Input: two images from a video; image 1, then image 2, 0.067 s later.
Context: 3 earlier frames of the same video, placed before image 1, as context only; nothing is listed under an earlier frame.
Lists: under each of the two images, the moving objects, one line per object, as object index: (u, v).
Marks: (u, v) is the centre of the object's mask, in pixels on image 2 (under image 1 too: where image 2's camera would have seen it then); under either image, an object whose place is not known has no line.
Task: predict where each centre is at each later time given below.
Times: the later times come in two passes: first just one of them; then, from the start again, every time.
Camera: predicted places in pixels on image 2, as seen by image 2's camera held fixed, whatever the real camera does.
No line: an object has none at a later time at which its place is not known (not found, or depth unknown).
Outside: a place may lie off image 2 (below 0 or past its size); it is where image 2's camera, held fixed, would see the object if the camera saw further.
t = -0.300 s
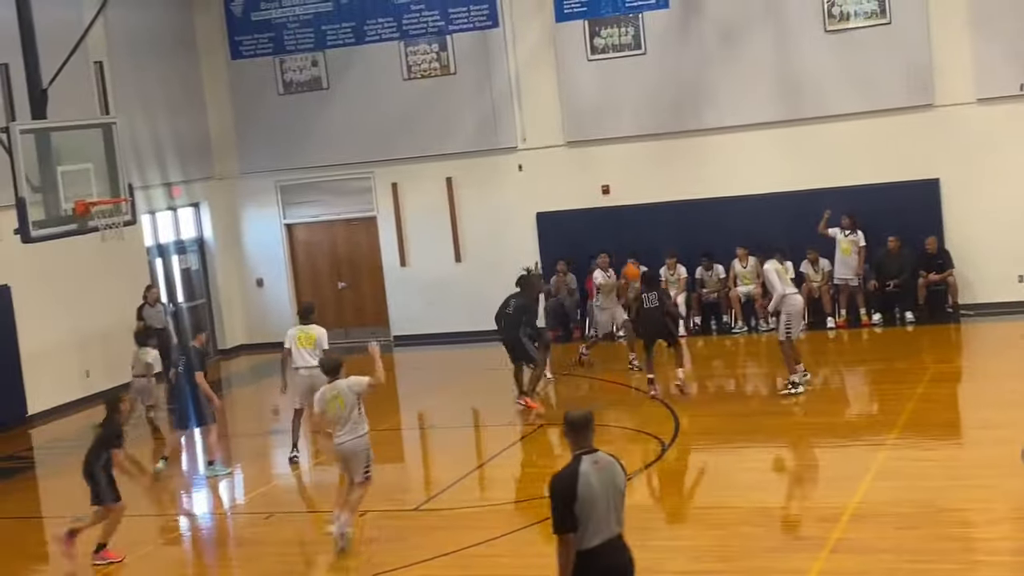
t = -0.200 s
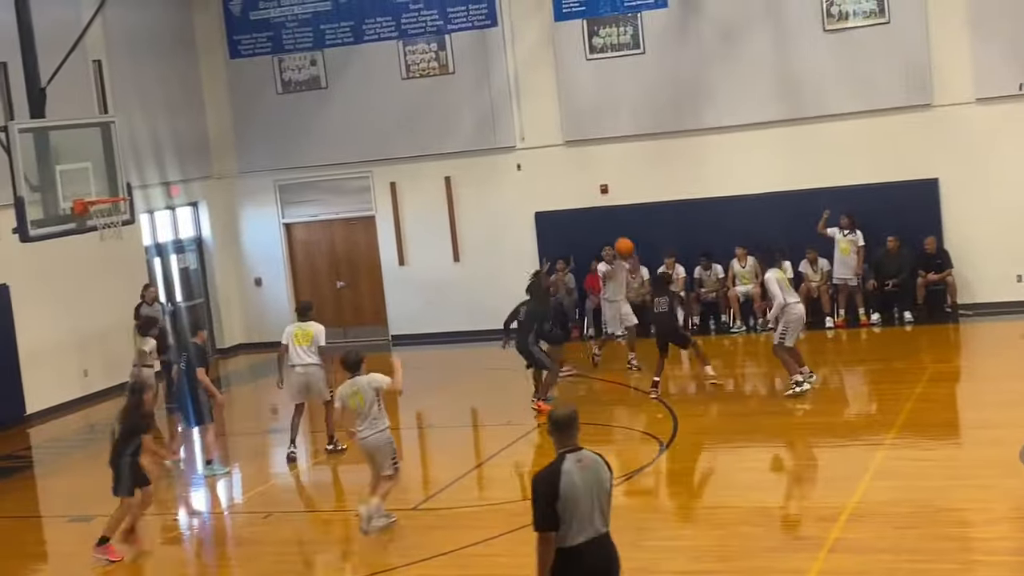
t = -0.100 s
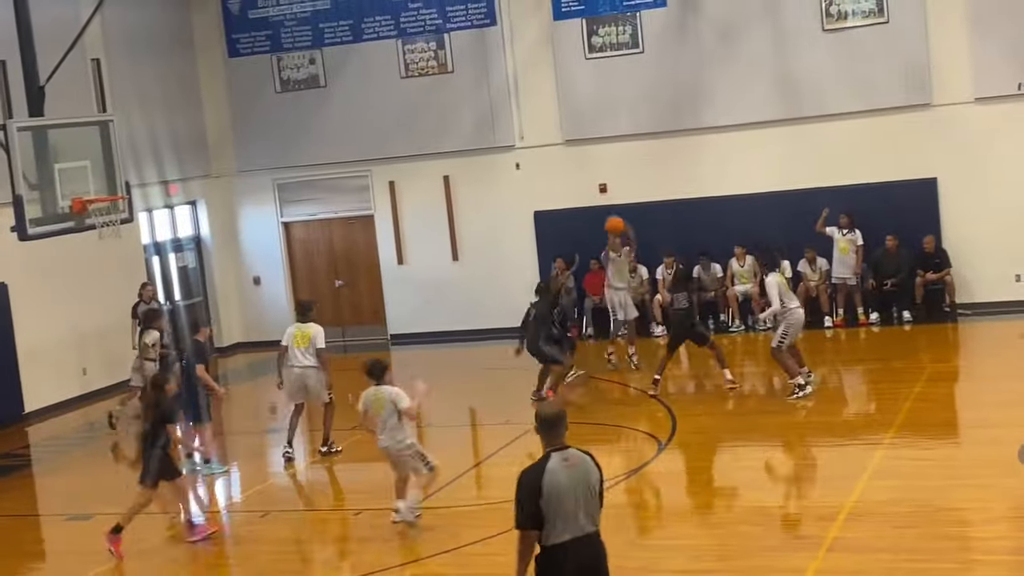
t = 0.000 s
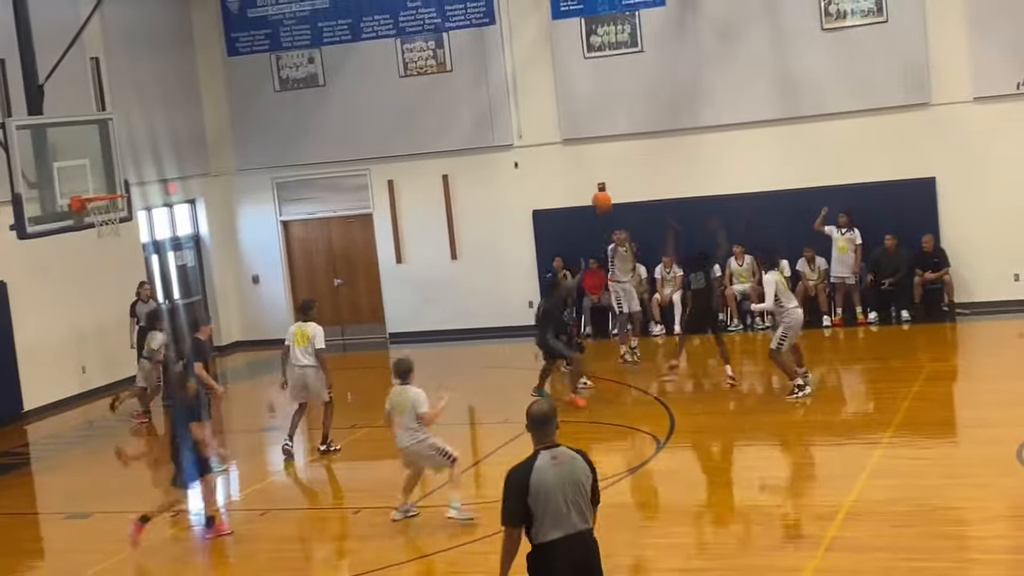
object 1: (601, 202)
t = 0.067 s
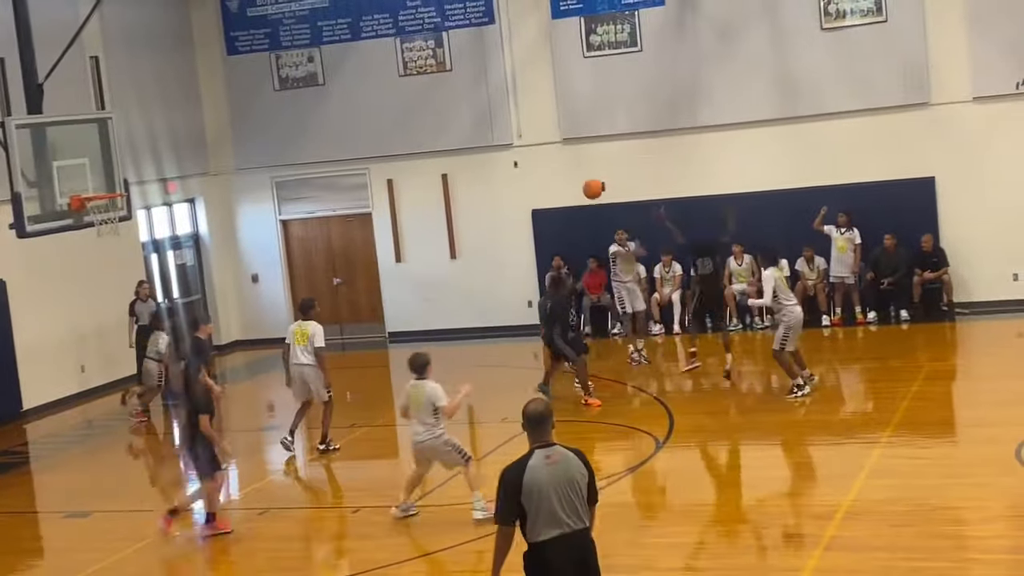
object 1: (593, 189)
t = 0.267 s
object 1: (567, 174)
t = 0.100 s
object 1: (588, 185)
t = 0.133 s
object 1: (584, 181)
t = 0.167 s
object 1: (580, 178)
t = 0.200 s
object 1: (576, 176)
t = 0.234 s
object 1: (572, 175)
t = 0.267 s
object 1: (567, 174)
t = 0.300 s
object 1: (563, 175)
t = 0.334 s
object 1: (559, 177)
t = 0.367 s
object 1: (556, 180)
